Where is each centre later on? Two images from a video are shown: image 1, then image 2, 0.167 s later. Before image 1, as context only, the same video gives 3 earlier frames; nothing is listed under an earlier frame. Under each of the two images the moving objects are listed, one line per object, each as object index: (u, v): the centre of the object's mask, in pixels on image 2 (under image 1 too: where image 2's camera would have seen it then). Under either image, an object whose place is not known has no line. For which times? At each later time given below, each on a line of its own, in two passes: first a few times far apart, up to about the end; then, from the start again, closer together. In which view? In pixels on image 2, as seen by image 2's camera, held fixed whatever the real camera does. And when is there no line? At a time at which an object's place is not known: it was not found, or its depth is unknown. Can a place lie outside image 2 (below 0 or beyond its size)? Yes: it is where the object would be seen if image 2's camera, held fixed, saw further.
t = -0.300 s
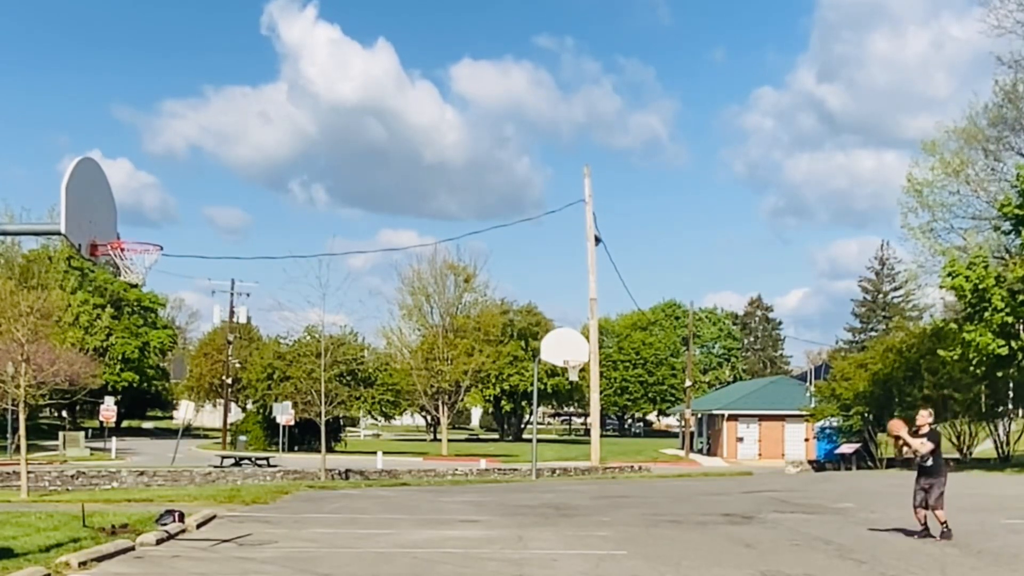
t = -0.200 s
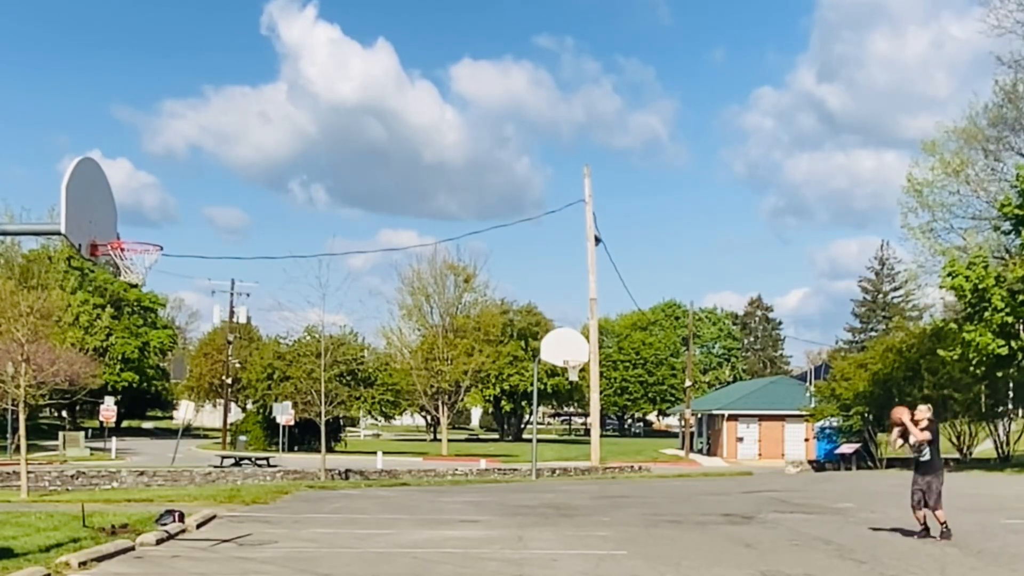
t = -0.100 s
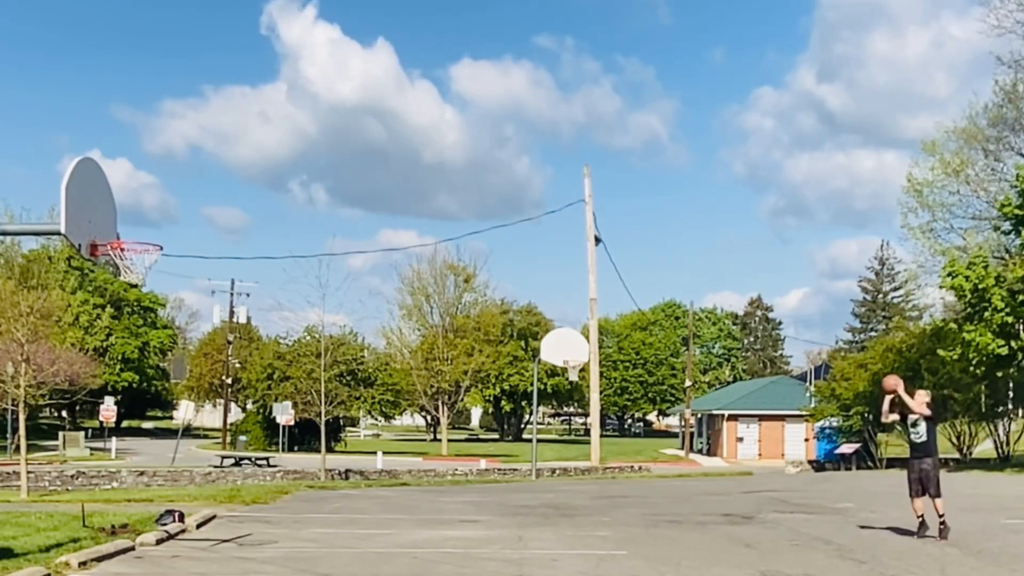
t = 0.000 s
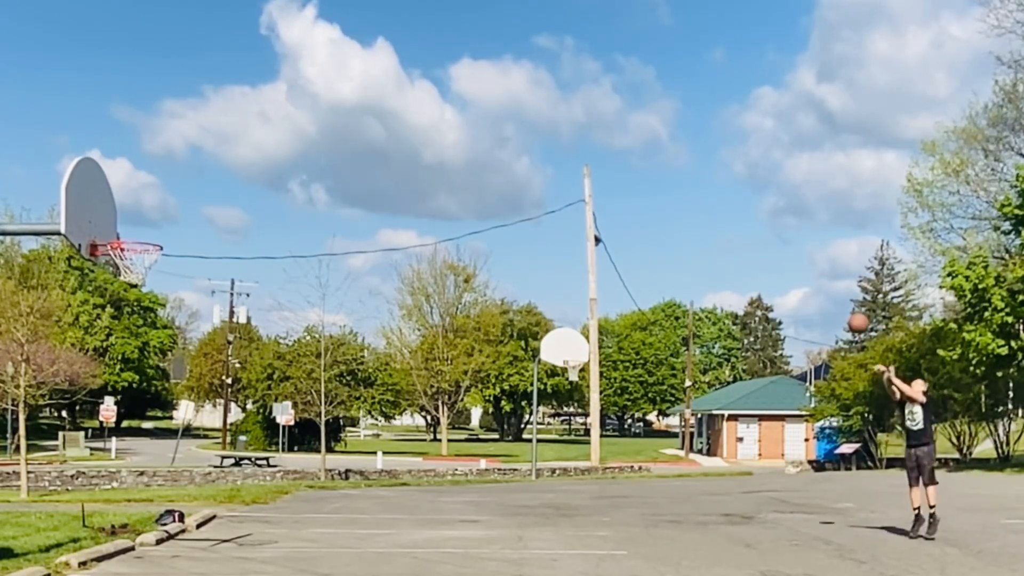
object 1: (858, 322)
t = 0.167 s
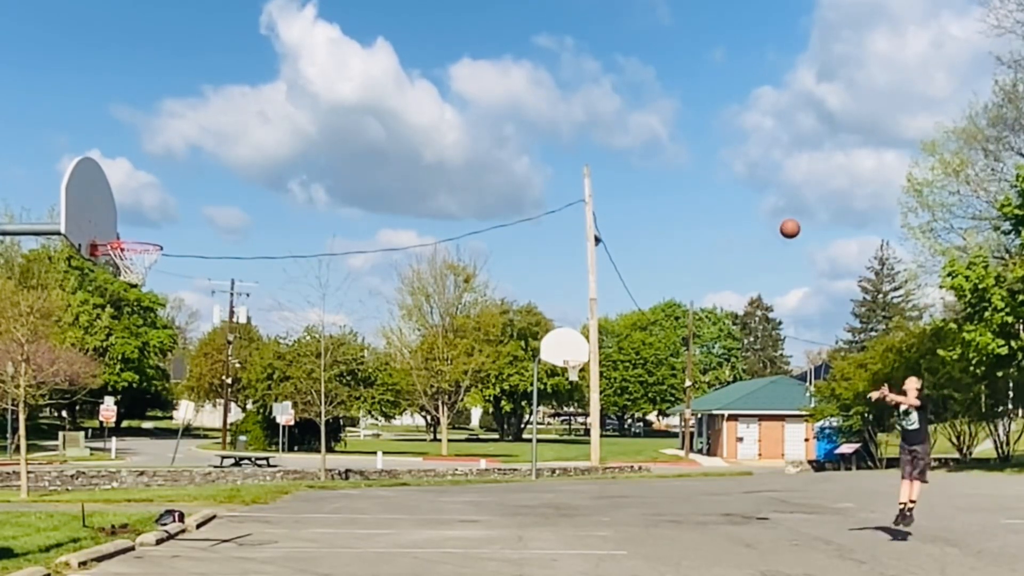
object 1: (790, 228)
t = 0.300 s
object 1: (734, 164)
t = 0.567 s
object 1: (616, 76)
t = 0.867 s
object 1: (469, 44)
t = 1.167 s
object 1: (305, 98)
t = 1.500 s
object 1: (109, 270)
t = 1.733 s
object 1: (132, 289)
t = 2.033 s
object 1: (163, 413)
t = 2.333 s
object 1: (200, 535)
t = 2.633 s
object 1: (260, 421)
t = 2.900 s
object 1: (313, 411)
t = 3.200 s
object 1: (375, 502)
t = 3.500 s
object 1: (434, 522)
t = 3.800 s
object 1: (495, 487)
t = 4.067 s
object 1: (548, 549)
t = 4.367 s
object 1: (606, 536)
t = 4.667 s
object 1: (662, 554)
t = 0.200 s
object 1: (776, 211)
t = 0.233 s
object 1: (762, 195)
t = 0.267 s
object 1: (748, 179)
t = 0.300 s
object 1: (734, 164)
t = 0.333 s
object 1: (719, 150)
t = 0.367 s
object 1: (705, 137)
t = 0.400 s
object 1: (690, 125)
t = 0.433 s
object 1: (676, 113)
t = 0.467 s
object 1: (661, 103)
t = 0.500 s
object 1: (646, 93)
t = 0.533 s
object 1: (631, 84)
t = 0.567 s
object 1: (616, 76)
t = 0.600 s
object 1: (600, 69)
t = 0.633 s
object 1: (584, 62)
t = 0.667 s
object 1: (568, 57)
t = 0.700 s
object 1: (552, 52)
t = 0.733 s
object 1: (536, 48)
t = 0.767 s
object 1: (520, 45)
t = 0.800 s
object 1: (503, 44)
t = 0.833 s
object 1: (486, 43)
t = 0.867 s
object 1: (469, 44)
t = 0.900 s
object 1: (452, 45)
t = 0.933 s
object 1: (435, 48)
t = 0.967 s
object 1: (417, 52)
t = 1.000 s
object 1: (399, 57)
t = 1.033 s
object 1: (381, 62)
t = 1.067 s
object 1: (362, 70)
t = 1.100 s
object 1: (343, 78)
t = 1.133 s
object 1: (324, 88)
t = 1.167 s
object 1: (305, 98)
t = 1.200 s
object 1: (286, 110)
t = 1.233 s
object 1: (266, 123)
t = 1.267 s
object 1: (246, 138)
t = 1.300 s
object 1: (226, 154)
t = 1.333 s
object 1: (205, 172)
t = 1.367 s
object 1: (184, 190)
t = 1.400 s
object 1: (164, 211)
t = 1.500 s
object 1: (109, 270)
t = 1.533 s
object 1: (110, 270)
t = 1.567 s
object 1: (113, 268)
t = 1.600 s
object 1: (118, 269)
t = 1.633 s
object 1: (121, 273)
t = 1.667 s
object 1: (125, 278)
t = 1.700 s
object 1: (129, 283)
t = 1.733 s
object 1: (132, 289)
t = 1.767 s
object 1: (135, 298)
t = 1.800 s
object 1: (139, 308)
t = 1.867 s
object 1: (147, 332)
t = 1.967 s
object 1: (157, 377)
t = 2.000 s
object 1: (160, 395)
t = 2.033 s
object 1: (163, 413)
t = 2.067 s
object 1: (167, 434)
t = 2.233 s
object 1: (183, 556)
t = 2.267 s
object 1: (187, 569)
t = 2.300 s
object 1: (194, 555)
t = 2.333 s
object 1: (200, 535)
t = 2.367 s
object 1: (207, 518)
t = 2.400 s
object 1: (213, 501)
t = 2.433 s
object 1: (220, 486)
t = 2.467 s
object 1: (227, 472)
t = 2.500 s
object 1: (234, 459)
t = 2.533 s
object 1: (241, 448)
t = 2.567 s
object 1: (247, 438)
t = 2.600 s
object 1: (254, 429)
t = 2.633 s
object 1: (260, 421)
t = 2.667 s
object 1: (266, 415)
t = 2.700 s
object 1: (274, 411)
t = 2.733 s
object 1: (281, 408)
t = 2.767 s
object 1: (288, 406)
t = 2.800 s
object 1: (295, 406)
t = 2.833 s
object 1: (301, 406)
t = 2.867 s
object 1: (308, 408)
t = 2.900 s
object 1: (313, 411)
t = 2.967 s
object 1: (327, 423)
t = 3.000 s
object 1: (335, 429)
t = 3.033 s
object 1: (341, 438)
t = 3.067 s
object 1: (347, 448)
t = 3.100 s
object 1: (355, 459)
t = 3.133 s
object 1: (361, 473)
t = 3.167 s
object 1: (368, 486)
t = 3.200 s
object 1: (375, 502)
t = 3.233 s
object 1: (382, 519)
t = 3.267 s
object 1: (389, 538)
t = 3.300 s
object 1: (395, 557)
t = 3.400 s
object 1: (415, 559)
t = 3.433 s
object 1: (421, 545)
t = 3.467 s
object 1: (428, 533)
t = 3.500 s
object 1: (434, 522)
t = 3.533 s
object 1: (441, 513)
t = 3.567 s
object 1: (448, 504)
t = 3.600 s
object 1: (455, 498)
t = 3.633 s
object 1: (462, 492)
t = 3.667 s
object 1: (468, 488)
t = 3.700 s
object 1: (475, 485)
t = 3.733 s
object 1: (482, 484)
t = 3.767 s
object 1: (489, 485)
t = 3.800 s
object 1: (495, 487)
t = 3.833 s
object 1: (502, 490)
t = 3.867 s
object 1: (509, 494)
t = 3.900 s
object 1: (515, 500)
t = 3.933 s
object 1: (522, 507)
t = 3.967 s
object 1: (529, 515)
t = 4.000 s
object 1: (535, 525)
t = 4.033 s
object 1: (541, 536)
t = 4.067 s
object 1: (548, 549)
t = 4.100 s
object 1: (554, 563)
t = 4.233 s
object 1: (581, 563)
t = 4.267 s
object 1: (587, 556)
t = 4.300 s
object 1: (593, 548)
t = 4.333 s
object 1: (600, 541)
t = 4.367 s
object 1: (606, 536)
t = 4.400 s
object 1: (612, 533)
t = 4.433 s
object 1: (618, 530)
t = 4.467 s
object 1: (625, 529)
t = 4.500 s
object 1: (631, 530)
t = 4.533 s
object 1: (637, 532)
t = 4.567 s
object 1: (643, 535)
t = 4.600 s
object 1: (649, 540)
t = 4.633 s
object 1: (656, 546)
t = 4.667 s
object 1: (662, 554)
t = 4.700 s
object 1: (669, 562)
